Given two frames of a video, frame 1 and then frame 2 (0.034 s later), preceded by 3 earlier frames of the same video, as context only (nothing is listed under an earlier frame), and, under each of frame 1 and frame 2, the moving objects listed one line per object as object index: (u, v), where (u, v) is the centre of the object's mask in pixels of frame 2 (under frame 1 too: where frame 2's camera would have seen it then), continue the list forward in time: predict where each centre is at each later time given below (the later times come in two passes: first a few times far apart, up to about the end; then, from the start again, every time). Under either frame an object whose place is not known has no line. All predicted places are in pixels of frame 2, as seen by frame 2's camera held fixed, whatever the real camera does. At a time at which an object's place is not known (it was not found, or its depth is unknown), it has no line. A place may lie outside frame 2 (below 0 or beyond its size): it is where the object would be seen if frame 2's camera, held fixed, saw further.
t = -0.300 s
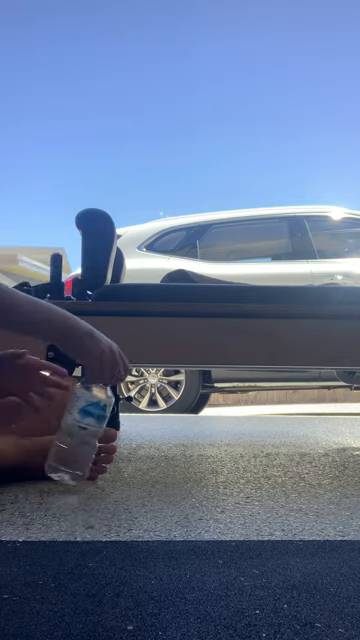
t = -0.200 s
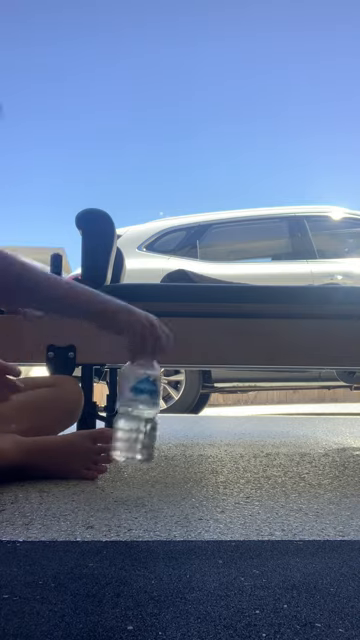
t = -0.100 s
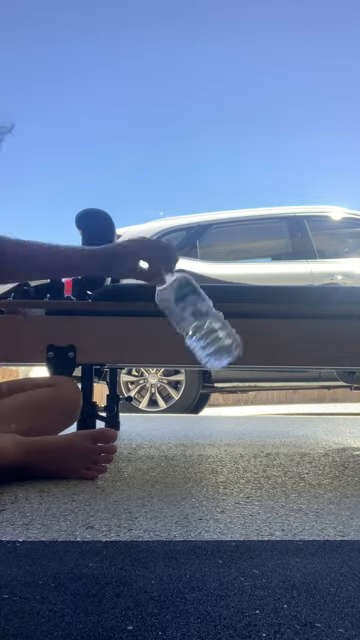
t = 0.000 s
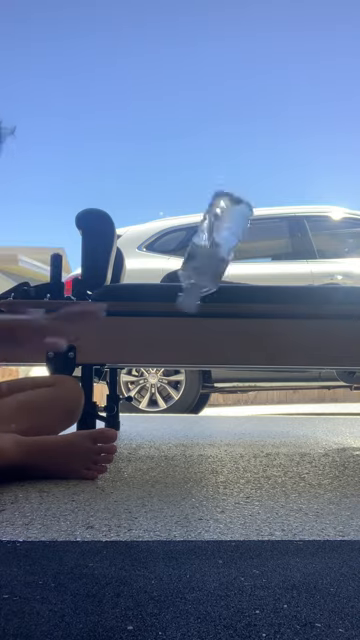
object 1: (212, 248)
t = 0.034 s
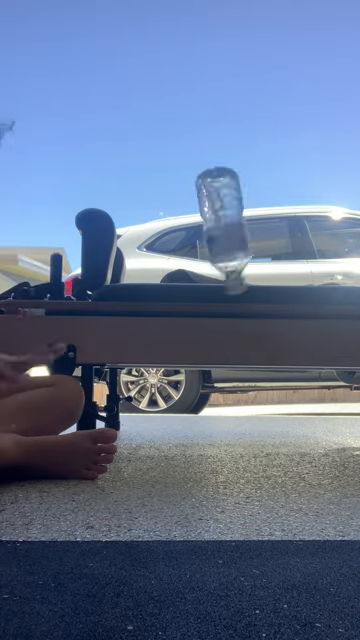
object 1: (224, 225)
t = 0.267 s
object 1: (223, 267)
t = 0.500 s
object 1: (179, 448)
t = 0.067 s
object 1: (228, 200)
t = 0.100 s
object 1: (234, 193)
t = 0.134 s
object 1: (234, 190)
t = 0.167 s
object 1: (233, 196)
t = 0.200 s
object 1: (231, 211)
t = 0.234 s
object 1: (227, 234)
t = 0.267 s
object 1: (223, 267)
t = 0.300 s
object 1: (220, 308)
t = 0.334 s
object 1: (216, 353)
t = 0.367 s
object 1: (213, 410)
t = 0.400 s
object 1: (206, 434)
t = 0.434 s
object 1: (197, 436)
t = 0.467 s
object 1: (189, 441)
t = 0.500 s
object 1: (179, 448)
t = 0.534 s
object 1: (172, 462)
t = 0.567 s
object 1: (167, 467)
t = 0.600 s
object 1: (163, 463)
